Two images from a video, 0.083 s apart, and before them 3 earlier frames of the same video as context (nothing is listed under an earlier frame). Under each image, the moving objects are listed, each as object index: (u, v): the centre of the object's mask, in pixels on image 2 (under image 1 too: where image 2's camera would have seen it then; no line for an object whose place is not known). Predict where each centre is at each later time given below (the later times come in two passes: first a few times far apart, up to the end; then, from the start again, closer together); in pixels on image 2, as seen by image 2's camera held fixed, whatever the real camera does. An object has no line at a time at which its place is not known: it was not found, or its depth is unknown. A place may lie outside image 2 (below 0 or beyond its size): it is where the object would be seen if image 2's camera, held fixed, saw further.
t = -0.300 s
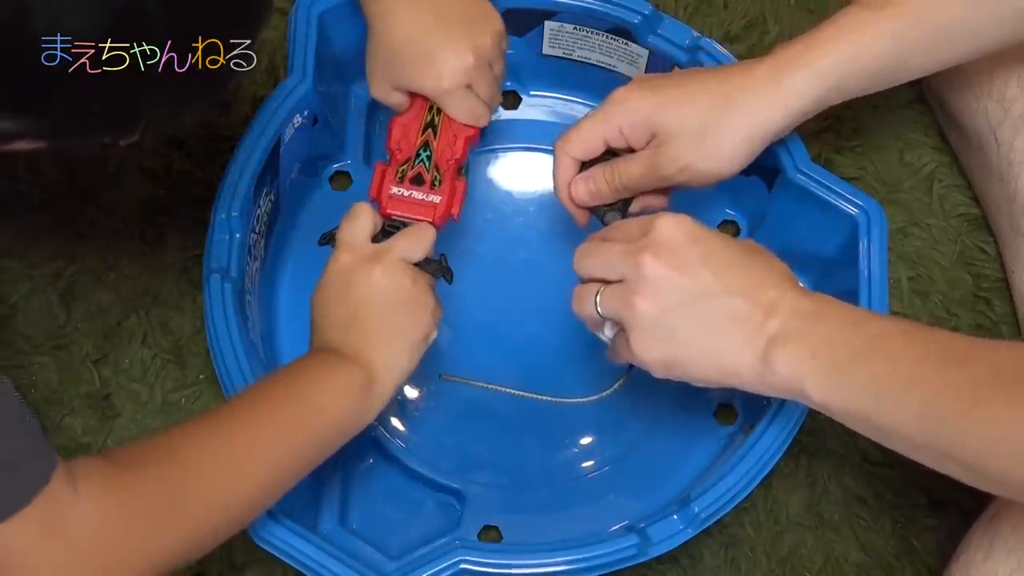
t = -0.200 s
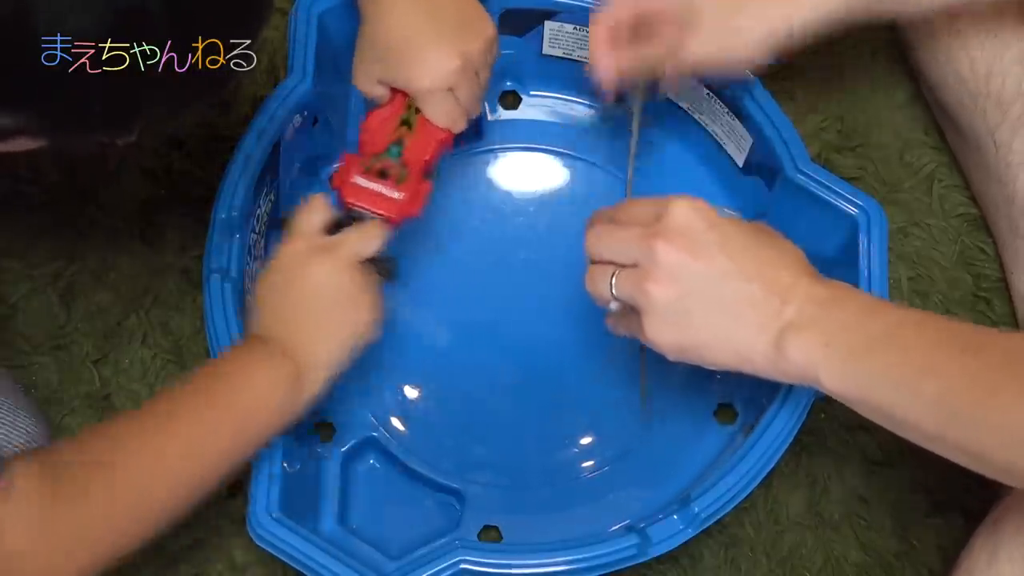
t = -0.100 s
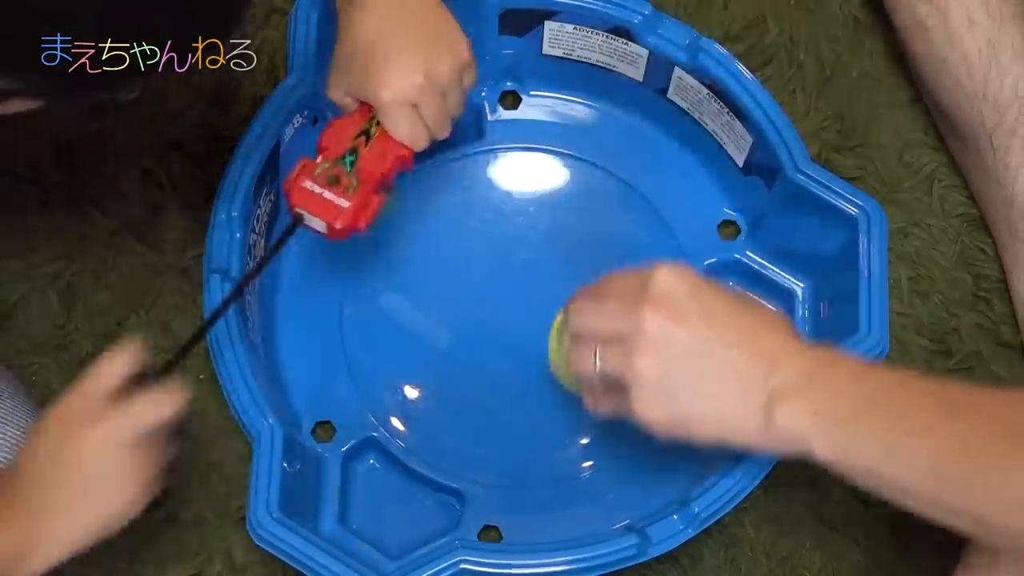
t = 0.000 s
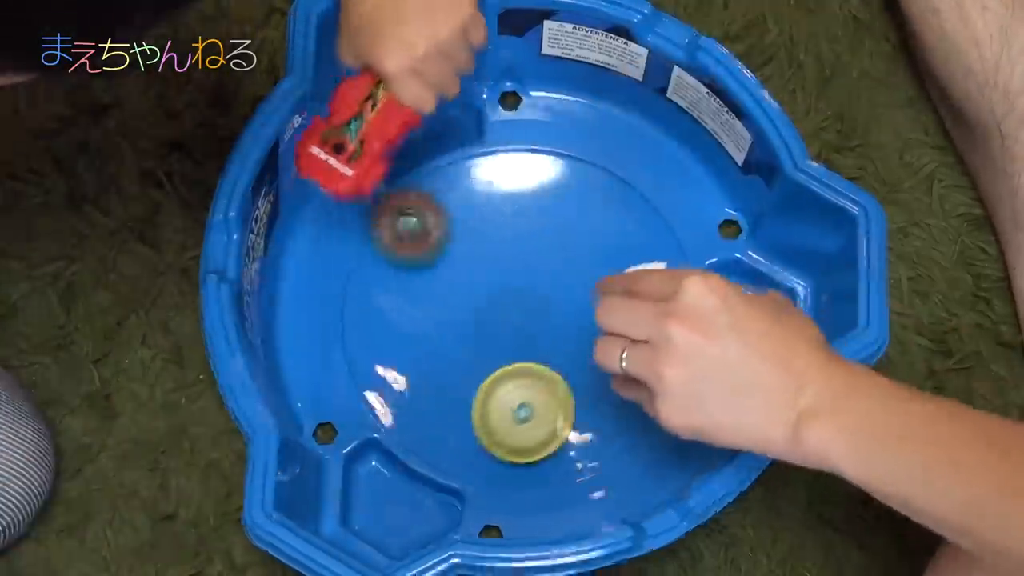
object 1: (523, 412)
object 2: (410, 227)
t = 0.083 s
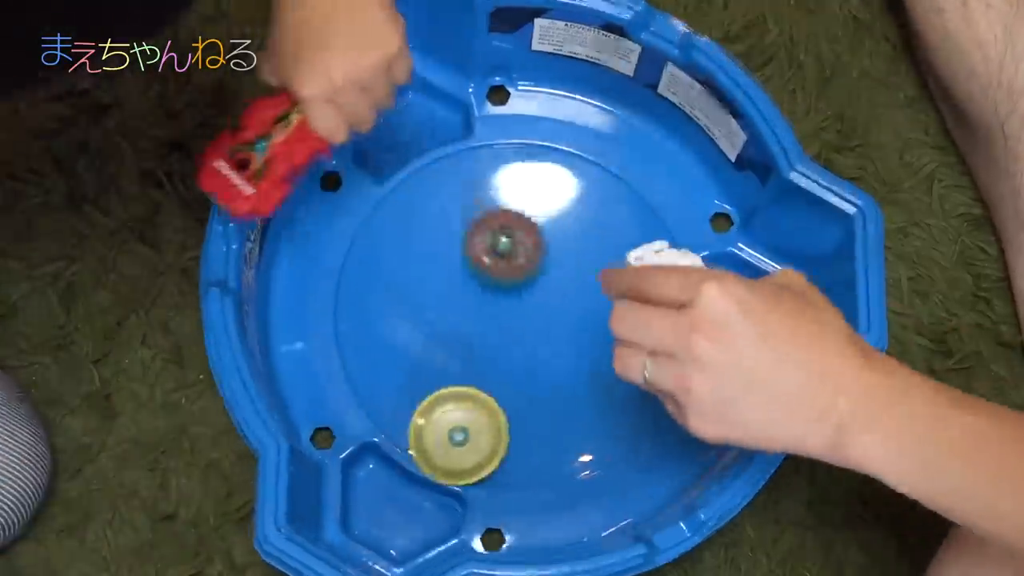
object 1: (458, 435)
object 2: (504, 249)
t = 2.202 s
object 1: (437, 458)
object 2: (534, 394)
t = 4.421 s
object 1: (474, 260)
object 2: (639, 412)
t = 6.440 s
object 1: (508, 317)
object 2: (440, 378)
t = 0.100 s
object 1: (449, 436)
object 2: (522, 255)
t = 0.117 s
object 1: (443, 428)
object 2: (541, 263)
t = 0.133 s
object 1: (440, 419)
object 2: (558, 271)
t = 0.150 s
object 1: (436, 410)
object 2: (570, 276)
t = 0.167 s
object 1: (434, 399)
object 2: (582, 280)
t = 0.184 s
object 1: (432, 388)
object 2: (596, 287)
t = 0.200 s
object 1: (432, 376)
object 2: (605, 293)
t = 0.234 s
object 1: (434, 353)
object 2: (625, 301)
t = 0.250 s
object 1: (436, 341)
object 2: (632, 305)
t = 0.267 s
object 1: (439, 329)
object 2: (638, 309)
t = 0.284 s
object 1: (443, 317)
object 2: (643, 313)
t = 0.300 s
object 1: (448, 306)
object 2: (648, 317)
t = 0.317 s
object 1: (453, 296)
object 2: (649, 319)
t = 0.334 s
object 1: (458, 285)
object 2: (650, 321)
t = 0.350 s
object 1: (464, 276)
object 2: (651, 323)
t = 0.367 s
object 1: (470, 267)
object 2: (650, 323)
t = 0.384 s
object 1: (476, 259)
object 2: (647, 324)
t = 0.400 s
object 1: (482, 252)
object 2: (645, 325)
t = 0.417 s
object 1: (487, 245)
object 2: (641, 325)
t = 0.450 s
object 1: (499, 236)
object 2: (630, 323)
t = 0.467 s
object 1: (505, 232)
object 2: (623, 320)
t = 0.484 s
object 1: (510, 229)
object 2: (617, 319)
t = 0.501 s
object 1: (515, 227)
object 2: (608, 317)
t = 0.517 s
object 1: (520, 226)
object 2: (599, 313)
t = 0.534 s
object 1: (524, 225)
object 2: (591, 310)
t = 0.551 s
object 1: (529, 224)
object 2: (582, 305)
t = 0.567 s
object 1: (533, 224)
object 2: (572, 301)
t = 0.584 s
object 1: (535, 221)
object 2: (563, 303)
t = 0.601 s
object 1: (538, 213)
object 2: (553, 308)
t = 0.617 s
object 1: (539, 206)
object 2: (544, 312)
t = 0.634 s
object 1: (540, 200)
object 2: (536, 320)
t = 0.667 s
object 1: (543, 191)
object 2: (518, 332)
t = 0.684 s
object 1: (543, 188)
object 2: (510, 336)
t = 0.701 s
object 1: (544, 187)
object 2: (503, 341)
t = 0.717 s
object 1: (545, 186)
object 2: (496, 347)
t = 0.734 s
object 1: (545, 187)
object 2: (489, 352)
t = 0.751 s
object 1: (545, 188)
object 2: (483, 357)
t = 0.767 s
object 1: (545, 191)
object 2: (476, 361)
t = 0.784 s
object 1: (544, 194)
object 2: (472, 366)
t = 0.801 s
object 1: (544, 198)
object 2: (468, 370)
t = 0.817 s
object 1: (543, 203)
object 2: (465, 375)
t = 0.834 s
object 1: (542, 208)
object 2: (461, 379)
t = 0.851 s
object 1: (541, 214)
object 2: (459, 382)
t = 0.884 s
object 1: (538, 227)
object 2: (457, 389)
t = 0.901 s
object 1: (537, 234)
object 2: (457, 392)
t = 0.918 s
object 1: (535, 241)
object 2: (456, 395)
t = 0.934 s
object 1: (533, 248)
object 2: (457, 398)
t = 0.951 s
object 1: (532, 255)
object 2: (459, 399)
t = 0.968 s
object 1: (531, 263)
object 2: (461, 401)
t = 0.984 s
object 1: (529, 271)
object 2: (465, 403)
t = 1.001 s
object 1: (528, 278)
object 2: (468, 406)
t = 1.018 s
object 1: (527, 287)
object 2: (472, 407)
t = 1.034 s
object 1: (525, 294)
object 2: (476, 408)
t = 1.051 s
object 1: (525, 301)
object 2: (481, 408)
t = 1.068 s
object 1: (524, 309)
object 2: (487, 409)
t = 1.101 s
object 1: (522, 322)
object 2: (500, 409)
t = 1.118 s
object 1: (523, 327)
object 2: (506, 409)
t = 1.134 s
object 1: (522, 332)
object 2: (512, 409)
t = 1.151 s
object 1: (525, 334)
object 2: (515, 411)
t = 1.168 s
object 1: (530, 333)
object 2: (517, 418)
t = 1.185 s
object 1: (536, 331)
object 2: (521, 423)
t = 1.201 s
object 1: (542, 329)
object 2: (524, 429)
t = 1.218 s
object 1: (547, 327)
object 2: (528, 433)
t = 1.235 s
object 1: (551, 326)
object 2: (532, 437)
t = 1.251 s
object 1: (556, 324)
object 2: (535, 440)
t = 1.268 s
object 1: (560, 323)
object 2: (540, 441)
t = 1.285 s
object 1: (563, 322)
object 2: (544, 442)
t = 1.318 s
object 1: (568, 320)
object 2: (554, 440)
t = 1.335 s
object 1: (569, 320)
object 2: (560, 438)
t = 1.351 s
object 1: (571, 320)
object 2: (566, 435)
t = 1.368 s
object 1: (571, 320)
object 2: (572, 432)
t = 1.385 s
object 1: (572, 320)
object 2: (578, 425)
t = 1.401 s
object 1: (572, 320)
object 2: (583, 419)
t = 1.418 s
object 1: (572, 320)
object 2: (587, 412)
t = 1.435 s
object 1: (571, 320)
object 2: (591, 404)
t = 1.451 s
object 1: (570, 316)
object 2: (594, 398)
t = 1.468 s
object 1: (570, 309)
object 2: (595, 395)
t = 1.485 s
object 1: (568, 304)
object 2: (597, 391)
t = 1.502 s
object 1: (566, 298)
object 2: (596, 387)
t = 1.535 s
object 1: (561, 287)
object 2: (596, 377)
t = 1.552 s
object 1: (559, 283)
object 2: (594, 371)
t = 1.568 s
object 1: (556, 279)
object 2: (591, 365)
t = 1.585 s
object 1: (553, 276)
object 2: (587, 359)
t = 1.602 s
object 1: (549, 270)
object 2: (583, 358)
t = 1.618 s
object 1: (541, 253)
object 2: (581, 365)
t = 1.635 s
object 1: (534, 238)
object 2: (578, 373)
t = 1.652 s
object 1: (527, 222)
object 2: (574, 380)
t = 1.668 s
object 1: (520, 207)
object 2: (570, 387)
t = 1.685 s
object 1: (511, 193)
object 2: (566, 394)
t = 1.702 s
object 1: (503, 181)
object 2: (563, 400)
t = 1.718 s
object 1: (495, 171)
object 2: (558, 406)
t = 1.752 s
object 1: (480, 156)
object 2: (549, 416)
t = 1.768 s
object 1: (473, 152)
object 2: (545, 421)
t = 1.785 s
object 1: (465, 152)
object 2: (541, 424)
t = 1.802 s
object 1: (458, 157)
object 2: (537, 427)
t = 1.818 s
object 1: (452, 163)
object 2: (533, 430)
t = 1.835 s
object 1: (445, 171)
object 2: (529, 431)
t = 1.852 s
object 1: (440, 182)
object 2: (525, 433)
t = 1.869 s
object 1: (436, 194)
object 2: (521, 433)
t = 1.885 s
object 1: (431, 208)
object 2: (517, 433)
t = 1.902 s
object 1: (427, 224)
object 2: (514, 433)
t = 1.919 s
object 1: (423, 240)
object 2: (511, 432)
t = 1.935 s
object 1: (419, 257)
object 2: (508, 431)
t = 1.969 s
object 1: (414, 296)
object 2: (503, 427)
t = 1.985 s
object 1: (413, 316)
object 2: (500, 423)
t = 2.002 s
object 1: (412, 337)
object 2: (498, 421)
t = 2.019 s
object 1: (412, 358)
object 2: (497, 417)
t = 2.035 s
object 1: (411, 376)
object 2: (496, 414)
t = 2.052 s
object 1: (405, 392)
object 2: (501, 413)
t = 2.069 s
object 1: (399, 407)
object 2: (506, 412)
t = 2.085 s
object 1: (395, 421)
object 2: (511, 411)
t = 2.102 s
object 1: (391, 435)
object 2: (515, 409)
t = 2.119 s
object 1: (394, 442)
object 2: (520, 408)
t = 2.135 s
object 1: (403, 444)
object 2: (524, 405)
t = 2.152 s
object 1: (411, 447)
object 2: (527, 403)
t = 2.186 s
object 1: (427, 457)
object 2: (532, 397)
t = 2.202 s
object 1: (437, 458)
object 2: (534, 394)
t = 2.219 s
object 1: (448, 458)
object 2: (536, 390)
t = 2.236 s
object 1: (459, 457)
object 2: (537, 386)
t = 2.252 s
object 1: (470, 456)
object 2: (537, 382)
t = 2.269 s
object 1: (481, 454)
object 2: (537, 377)
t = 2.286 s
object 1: (492, 451)
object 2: (536, 372)
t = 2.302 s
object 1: (501, 448)
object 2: (535, 366)
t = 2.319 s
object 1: (509, 448)
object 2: (535, 356)
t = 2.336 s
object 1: (515, 448)
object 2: (535, 344)
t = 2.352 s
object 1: (521, 447)
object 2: (534, 334)
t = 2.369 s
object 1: (527, 444)
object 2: (532, 323)
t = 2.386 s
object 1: (532, 442)
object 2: (528, 312)
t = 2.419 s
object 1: (541, 434)
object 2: (523, 293)
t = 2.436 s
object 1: (545, 430)
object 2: (520, 284)
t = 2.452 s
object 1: (548, 425)
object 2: (516, 275)
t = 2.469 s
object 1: (551, 420)
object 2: (512, 266)
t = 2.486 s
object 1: (552, 414)
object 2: (508, 258)
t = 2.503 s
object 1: (554, 408)
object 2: (504, 250)
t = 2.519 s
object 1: (555, 401)
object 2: (498, 243)
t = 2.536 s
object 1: (556, 394)
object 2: (492, 237)
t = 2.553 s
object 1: (556, 387)
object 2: (486, 231)
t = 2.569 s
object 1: (556, 380)
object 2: (479, 227)
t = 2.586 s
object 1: (556, 372)
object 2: (473, 223)
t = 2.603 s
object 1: (555, 364)
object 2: (467, 221)
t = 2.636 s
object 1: (552, 348)
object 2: (454, 217)
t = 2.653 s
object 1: (550, 341)
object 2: (449, 216)
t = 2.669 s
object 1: (548, 333)
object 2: (443, 216)
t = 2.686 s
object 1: (545, 325)
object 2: (437, 217)
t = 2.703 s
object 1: (542, 318)
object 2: (430, 217)
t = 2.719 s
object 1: (539, 311)
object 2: (424, 219)
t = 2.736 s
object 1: (535, 304)
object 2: (417, 222)
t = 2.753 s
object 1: (531, 298)
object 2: (411, 225)
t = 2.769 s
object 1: (527, 292)
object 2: (404, 229)
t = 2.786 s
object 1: (522, 287)
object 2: (398, 233)
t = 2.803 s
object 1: (516, 282)
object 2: (394, 239)
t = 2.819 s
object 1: (510, 277)
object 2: (388, 244)
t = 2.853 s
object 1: (496, 269)
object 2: (381, 256)
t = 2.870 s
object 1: (489, 266)
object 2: (376, 261)
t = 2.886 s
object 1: (481, 263)
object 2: (373, 268)
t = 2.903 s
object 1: (473, 260)
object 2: (370, 275)
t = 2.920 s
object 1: (465, 259)
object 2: (367, 284)
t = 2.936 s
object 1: (456, 257)
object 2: (364, 292)
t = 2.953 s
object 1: (448, 256)
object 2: (363, 302)
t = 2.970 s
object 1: (440, 256)
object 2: (364, 311)
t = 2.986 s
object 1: (431, 256)
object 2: (366, 321)
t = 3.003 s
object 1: (423, 257)
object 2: (369, 331)
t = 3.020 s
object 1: (414, 258)
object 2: (374, 341)
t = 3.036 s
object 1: (406, 260)
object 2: (380, 350)
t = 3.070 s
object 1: (390, 265)
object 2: (395, 366)
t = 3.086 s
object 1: (383, 268)
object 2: (404, 372)
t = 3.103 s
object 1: (376, 272)
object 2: (414, 379)
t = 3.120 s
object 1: (369, 276)
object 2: (426, 384)
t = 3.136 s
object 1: (363, 281)
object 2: (438, 388)
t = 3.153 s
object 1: (357, 286)
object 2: (452, 391)
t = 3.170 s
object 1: (353, 292)
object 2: (466, 392)
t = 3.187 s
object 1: (349, 297)
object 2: (478, 392)
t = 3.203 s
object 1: (345, 304)
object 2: (491, 391)
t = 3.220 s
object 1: (343, 310)
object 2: (503, 389)
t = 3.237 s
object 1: (342, 316)
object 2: (515, 387)
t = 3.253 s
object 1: (342, 322)
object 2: (528, 383)
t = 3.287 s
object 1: (347, 334)
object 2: (554, 372)
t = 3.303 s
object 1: (352, 339)
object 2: (563, 364)
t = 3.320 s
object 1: (357, 344)
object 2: (573, 358)
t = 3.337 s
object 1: (363, 348)
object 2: (582, 351)
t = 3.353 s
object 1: (369, 352)
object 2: (590, 342)
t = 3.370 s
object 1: (377, 355)
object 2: (598, 334)
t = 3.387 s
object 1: (385, 357)
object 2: (606, 324)
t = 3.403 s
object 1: (393, 360)
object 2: (612, 313)
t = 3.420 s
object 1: (402, 361)
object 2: (616, 302)
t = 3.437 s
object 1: (410, 363)
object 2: (619, 293)
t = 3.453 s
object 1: (420, 363)
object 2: (621, 283)
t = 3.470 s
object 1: (429, 364)
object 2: (622, 273)
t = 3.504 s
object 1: (448, 363)
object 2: (624, 251)
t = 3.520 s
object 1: (457, 362)
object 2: (622, 240)
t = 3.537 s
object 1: (467, 360)
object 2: (619, 231)
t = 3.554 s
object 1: (476, 359)
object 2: (615, 221)
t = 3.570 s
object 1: (485, 357)
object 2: (612, 212)
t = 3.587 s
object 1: (494, 354)
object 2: (609, 203)
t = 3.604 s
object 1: (503, 351)
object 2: (603, 194)
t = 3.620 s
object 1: (511, 348)
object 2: (597, 185)
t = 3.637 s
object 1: (519, 345)
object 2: (588, 177)
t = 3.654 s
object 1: (527, 342)
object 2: (580, 171)
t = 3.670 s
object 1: (534, 338)
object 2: (571, 165)
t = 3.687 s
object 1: (540, 335)
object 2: (563, 161)
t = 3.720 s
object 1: (551, 326)
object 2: (541, 158)
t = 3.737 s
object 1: (556, 321)
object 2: (528, 159)
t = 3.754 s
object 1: (559, 316)
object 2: (516, 161)
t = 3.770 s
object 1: (563, 310)
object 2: (503, 165)
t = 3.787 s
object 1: (565, 304)
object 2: (491, 169)
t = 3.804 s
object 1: (567, 298)
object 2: (479, 174)
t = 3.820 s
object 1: (568, 291)
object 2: (467, 179)
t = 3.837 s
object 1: (568, 284)
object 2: (454, 187)
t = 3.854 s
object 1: (568, 277)
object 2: (443, 197)
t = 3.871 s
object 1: (567, 270)
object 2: (432, 208)
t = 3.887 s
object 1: (565, 263)
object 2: (424, 219)
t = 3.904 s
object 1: (563, 256)
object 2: (418, 231)
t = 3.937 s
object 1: (557, 242)
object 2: (405, 257)
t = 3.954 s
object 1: (553, 235)
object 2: (402, 272)
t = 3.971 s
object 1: (549, 229)
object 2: (398, 286)
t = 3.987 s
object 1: (545, 223)
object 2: (399, 300)
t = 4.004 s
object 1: (540, 217)
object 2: (399, 313)
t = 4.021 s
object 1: (535, 212)
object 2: (401, 326)
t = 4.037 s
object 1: (530, 208)
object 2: (402, 340)
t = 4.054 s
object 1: (526, 204)
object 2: (406, 354)
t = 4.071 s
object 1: (521, 201)
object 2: (411, 367)
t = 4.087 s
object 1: (516, 199)
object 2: (419, 379)
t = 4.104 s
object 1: (512, 197)
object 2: (426, 388)
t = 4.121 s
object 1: (507, 196)
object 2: (434, 398)
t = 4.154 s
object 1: (500, 196)
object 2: (452, 416)
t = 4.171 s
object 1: (496, 197)
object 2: (464, 423)
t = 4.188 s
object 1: (493, 198)
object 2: (475, 428)
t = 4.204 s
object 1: (490, 201)
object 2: (487, 432)
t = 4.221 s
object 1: (488, 203)
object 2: (498, 437)
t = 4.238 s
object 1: (486, 206)
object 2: (510, 440)
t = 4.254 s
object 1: (484, 209)
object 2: (523, 443)
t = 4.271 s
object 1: (482, 212)
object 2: (536, 444)
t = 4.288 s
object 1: (481, 216)
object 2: (549, 444)
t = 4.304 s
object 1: (479, 220)
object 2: (561, 442)
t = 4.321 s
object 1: (477, 225)
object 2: (572, 441)
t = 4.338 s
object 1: (476, 230)
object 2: (585, 440)
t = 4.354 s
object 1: (475, 235)
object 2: (598, 436)
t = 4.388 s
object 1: (474, 247)
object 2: (620, 425)
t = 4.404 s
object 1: (474, 253)
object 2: (629, 419)
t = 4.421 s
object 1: (474, 260)
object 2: (639, 412)
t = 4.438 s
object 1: (475, 266)
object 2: (648, 404)
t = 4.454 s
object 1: (475, 272)
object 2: (655, 394)
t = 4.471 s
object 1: (476, 278)
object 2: (660, 384)
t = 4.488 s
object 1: (477, 284)
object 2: (665, 375)
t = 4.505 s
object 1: (478, 290)
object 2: (670, 364)
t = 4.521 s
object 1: (479, 295)
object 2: (673, 352)
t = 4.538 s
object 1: (480, 301)
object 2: (673, 340)
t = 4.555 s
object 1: (481, 306)
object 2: (673, 329)
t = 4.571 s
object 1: (482, 311)
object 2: (673, 318)
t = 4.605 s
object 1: (486, 320)
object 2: (667, 292)
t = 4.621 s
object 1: (488, 324)
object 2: (662, 281)
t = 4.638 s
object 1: (490, 327)
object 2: (654, 269)
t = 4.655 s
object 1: (492, 330)
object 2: (649, 260)
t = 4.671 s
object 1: (494, 331)
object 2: (640, 248)
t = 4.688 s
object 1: (495, 333)
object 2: (629, 238)
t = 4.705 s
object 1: (497, 335)
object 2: (618, 231)
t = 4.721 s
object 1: (499, 336)
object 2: (607, 223)
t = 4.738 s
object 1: (501, 336)
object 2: (594, 215)
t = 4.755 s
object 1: (504, 336)
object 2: (581, 209)
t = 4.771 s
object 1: (506, 335)
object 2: (566, 205)
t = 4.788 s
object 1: (508, 334)
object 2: (551, 203)
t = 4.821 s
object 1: (511, 331)
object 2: (523, 196)
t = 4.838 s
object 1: (513, 329)
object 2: (508, 197)
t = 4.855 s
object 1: (514, 328)
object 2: (492, 198)
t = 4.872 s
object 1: (515, 327)
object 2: (480, 200)
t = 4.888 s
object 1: (516, 326)
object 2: (467, 202)
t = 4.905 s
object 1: (517, 324)
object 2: (454, 204)
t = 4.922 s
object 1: (518, 322)
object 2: (441, 209)
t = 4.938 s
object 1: (519, 321)
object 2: (430, 216)
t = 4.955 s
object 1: (520, 319)
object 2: (420, 221)
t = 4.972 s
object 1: (521, 317)
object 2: (411, 227)
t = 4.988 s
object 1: (521, 315)
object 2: (401, 234)
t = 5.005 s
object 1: (521, 315)
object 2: (392, 243)
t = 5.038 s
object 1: (521, 313)
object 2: (380, 260)
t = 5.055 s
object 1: (521, 311)
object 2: (374, 268)
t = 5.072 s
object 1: (522, 310)
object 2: (367, 279)
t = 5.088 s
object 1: (522, 309)
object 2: (363, 290)
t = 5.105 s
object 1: (522, 308)
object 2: (361, 300)
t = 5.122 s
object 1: (522, 308)
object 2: (359, 310)
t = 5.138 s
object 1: (522, 308)
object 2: (356, 322)
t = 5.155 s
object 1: (522, 307)
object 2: (355, 334)
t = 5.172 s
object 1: (521, 307)
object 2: (357, 346)
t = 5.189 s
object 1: (521, 306)
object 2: (358, 356)
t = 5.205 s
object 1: (520, 305)
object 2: (359, 368)
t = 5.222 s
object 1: (519, 305)
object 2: (362, 381)
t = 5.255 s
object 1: (518, 304)
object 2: (376, 402)
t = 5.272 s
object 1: (517, 304)
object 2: (383, 411)
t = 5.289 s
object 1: (517, 304)
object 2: (390, 420)
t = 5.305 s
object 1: (517, 303)
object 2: (401, 430)
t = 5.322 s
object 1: (516, 303)
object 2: (413, 436)
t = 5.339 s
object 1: (515, 303)
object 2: (423, 440)
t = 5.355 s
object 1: (515, 303)
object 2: (433, 446)
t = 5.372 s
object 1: (514, 303)
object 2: (446, 452)
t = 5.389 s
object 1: (514, 303)
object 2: (461, 453)
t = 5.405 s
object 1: (514, 303)
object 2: (473, 454)
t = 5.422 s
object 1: (513, 303)
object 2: (484, 454)
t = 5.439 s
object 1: (512, 303)
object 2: (499, 454)
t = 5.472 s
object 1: (511, 303)
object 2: (525, 445)
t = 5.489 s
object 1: (510, 303)
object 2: (537, 439)
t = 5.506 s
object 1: (510, 304)
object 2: (550, 433)
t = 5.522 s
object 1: (510, 304)
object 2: (562, 424)
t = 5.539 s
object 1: (509, 304)
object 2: (570, 414)
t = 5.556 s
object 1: (509, 304)
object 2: (579, 407)
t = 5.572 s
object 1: (508, 304)
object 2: (589, 396)
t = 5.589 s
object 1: (508, 305)
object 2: (597, 383)
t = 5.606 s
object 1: (508, 305)
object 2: (602, 373)
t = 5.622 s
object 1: (508, 305)
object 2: (606, 362)
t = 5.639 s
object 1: (508, 306)
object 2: (612, 349)
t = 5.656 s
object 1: (507, 306)
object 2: (614, 335)
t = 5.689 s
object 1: (507, 306)
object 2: (618, 312)
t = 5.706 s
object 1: (507, 307)
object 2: (619, 298)
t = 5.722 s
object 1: (507, 307)
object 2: (615, 285)
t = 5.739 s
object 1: (507, 307)
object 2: (614, 275)
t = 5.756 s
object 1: (507, 307)
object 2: (613, 263)
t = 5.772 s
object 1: (507, 308)
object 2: (609, 252)
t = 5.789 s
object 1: (507, 308)
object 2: (604, 241)
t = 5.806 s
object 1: (507, 309)
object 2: (600, 232)
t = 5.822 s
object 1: (508, 309)
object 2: (595, 222)
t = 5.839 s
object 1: (508, 309)
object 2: (588, 213)
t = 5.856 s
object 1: (508, 309)
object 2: (580, 206)
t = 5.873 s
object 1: (507, 310)
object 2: (575, 200)
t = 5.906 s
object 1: (508, 311)
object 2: (558, 185)
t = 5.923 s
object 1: (508, 312)
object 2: (551, 181)
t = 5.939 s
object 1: (509, 312)
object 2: (543, 176)
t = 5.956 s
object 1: (509, 312)
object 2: (532, 171)
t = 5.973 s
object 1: (508, 313)
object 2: (522, 169)
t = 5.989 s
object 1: (508, 314)
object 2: (514, 168)
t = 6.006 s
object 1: (509, 314)
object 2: (504, 165)
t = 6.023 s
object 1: (509, 314)
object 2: (493, 165)
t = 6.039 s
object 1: (509, 314)
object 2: (483, 166)
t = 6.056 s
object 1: (509, 314)
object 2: (474, 168)
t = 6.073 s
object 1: (508, 315)
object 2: (465, 170)
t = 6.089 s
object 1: (509, 315)
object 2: (455, 174)
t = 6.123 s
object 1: (509, 315)
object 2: (438, 183)
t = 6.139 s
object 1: (509, 315)
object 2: (429, 188)
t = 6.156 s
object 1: (509, 315)
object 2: (420, 196)
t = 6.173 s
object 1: (509, 316)
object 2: (413, 204)
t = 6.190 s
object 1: (510, 316)
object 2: (406, 212)
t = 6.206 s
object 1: (510, 316)
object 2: (399, 221)
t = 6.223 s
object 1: (510, 316)
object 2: (393, 233)
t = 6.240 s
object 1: (509, 316)
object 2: (391, 243)
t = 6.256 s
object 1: (510, 316)
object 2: (388, 253)
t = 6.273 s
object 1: (510, 316)
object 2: (384, 266)
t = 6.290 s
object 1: (510, 316)
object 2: (385, 281)
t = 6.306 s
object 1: (510, 316)
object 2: (388, 292)
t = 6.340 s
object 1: (509, 316)
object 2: (393, 318)
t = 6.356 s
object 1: (509, 316)
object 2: (400, 330)
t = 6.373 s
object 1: (510, 316)
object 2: (406, 340)
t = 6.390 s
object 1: (509, 316)
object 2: (412, 351)
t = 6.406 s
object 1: (509, 316)
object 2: (421, 363)
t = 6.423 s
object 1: (509, 316)
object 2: (431, 371)
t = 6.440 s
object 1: (508, 317)
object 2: (440, 378)
